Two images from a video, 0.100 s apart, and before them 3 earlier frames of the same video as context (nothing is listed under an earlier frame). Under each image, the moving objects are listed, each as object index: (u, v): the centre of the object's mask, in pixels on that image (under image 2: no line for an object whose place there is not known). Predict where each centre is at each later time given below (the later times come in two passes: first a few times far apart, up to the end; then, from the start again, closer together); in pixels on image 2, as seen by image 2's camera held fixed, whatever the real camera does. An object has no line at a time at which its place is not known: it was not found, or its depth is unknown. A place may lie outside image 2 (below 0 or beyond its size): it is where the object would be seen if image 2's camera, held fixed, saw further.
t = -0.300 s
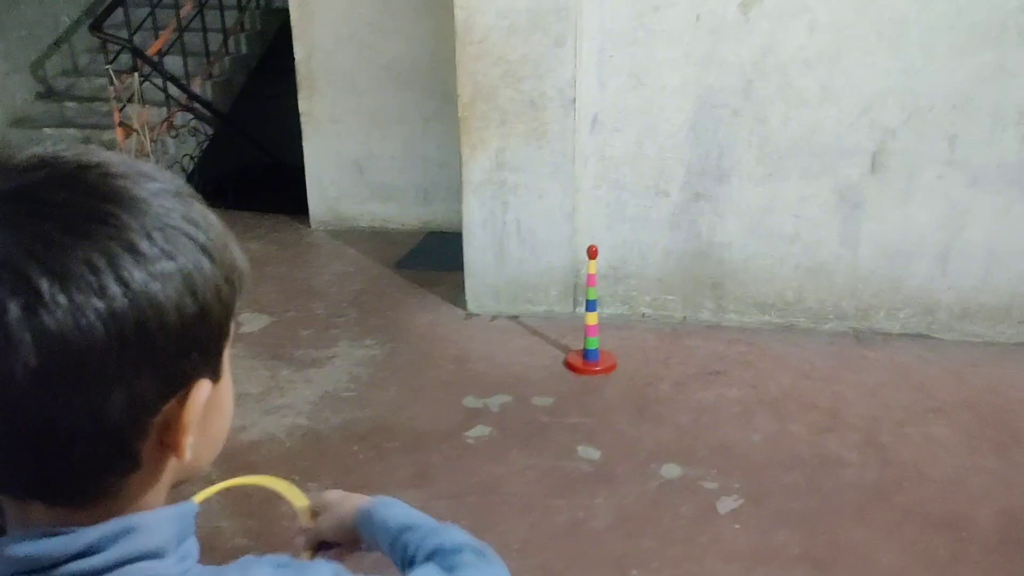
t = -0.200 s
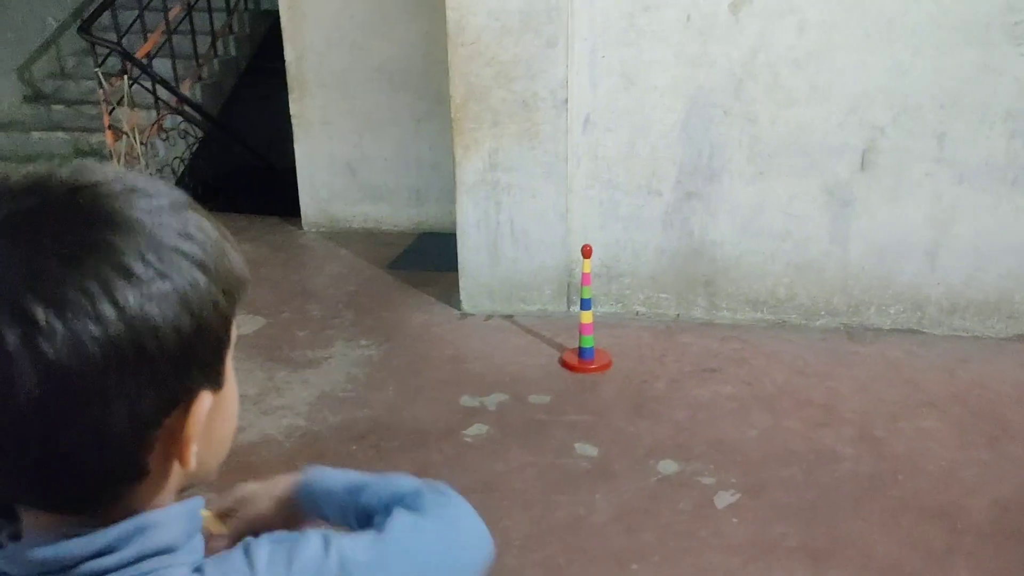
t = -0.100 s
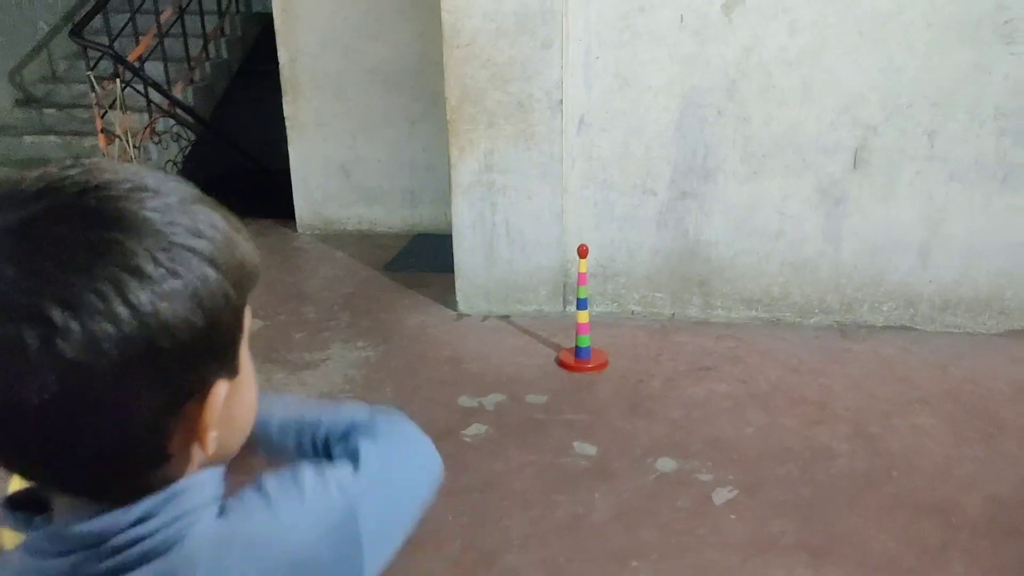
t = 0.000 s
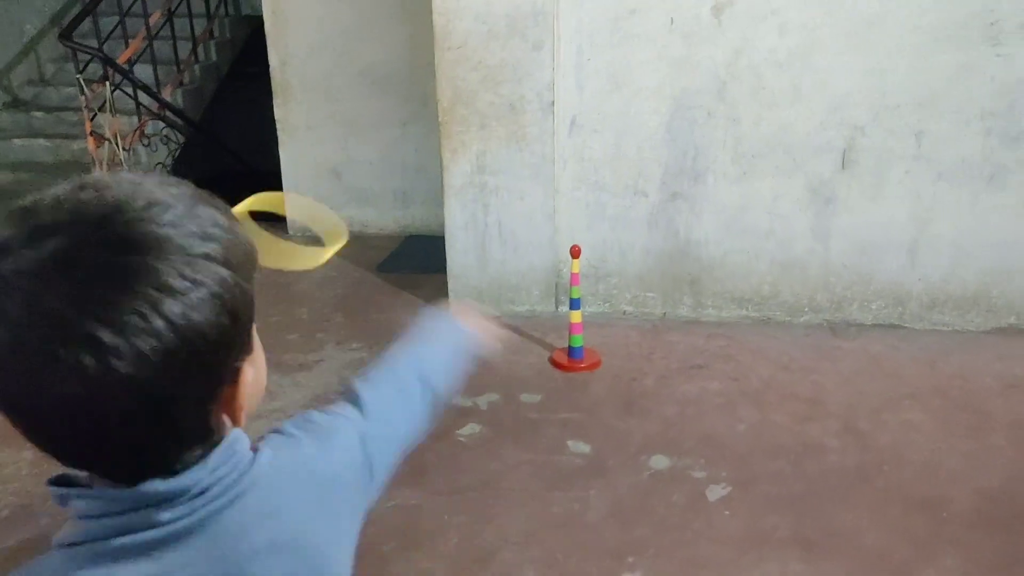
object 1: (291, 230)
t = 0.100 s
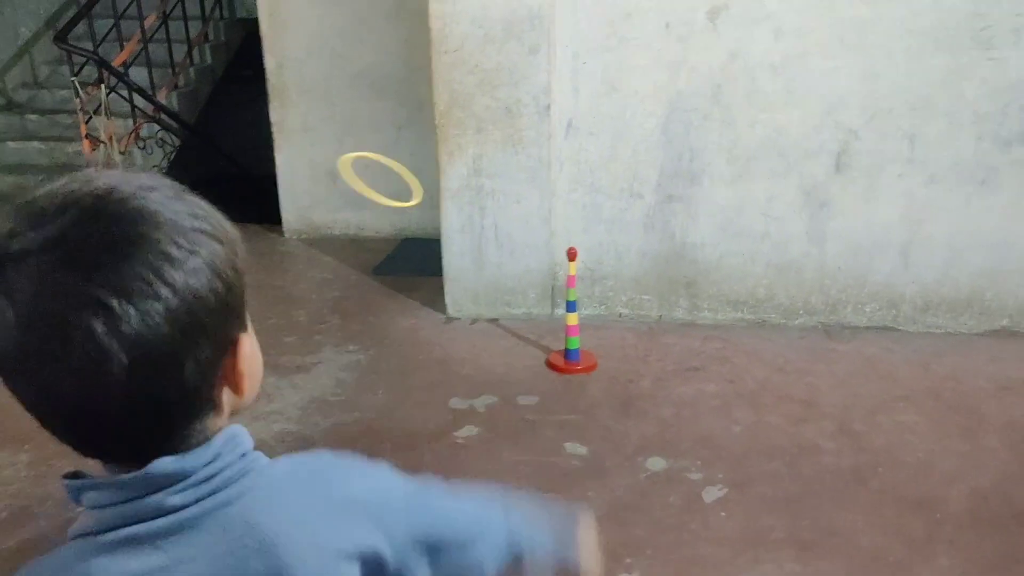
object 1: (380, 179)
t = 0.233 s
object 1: (458, 200)
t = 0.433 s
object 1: (523, 304)
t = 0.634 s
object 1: (533, 299)
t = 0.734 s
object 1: (530, 305)
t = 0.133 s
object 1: (404, 178)
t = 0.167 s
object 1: (424, 182)
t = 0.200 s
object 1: (442, 189)
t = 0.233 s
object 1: (458, 200)
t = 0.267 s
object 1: (472, 214)
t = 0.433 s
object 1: (523, 304)
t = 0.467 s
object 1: (530, 327)
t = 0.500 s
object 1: (534, 343)
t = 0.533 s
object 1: (534, 338)
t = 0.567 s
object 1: (535, 323)
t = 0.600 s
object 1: (534, 308)
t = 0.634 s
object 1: (533, 299)
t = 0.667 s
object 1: (532, 295)
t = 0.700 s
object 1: (530, 300)
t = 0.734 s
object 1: (530, 305)
